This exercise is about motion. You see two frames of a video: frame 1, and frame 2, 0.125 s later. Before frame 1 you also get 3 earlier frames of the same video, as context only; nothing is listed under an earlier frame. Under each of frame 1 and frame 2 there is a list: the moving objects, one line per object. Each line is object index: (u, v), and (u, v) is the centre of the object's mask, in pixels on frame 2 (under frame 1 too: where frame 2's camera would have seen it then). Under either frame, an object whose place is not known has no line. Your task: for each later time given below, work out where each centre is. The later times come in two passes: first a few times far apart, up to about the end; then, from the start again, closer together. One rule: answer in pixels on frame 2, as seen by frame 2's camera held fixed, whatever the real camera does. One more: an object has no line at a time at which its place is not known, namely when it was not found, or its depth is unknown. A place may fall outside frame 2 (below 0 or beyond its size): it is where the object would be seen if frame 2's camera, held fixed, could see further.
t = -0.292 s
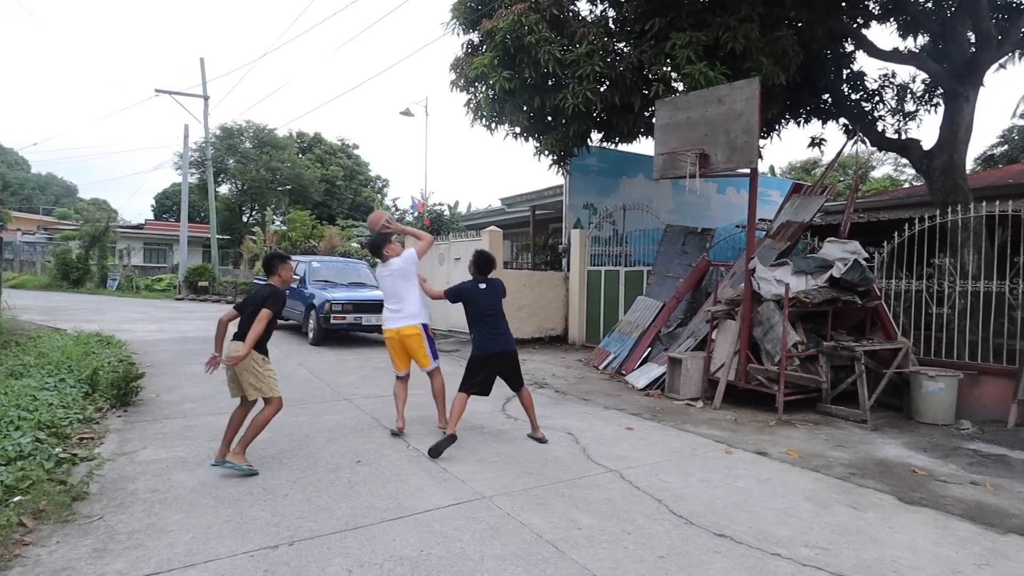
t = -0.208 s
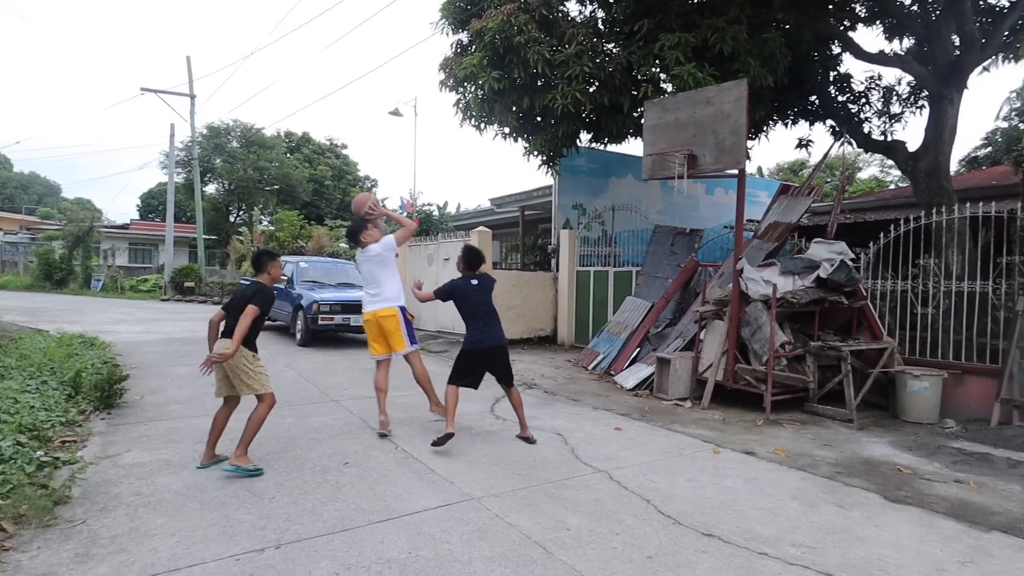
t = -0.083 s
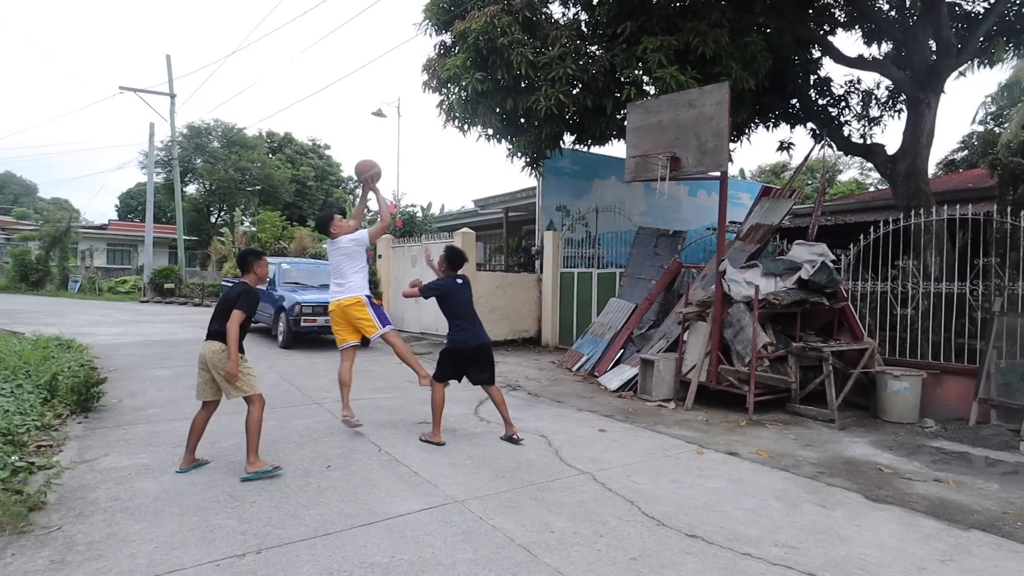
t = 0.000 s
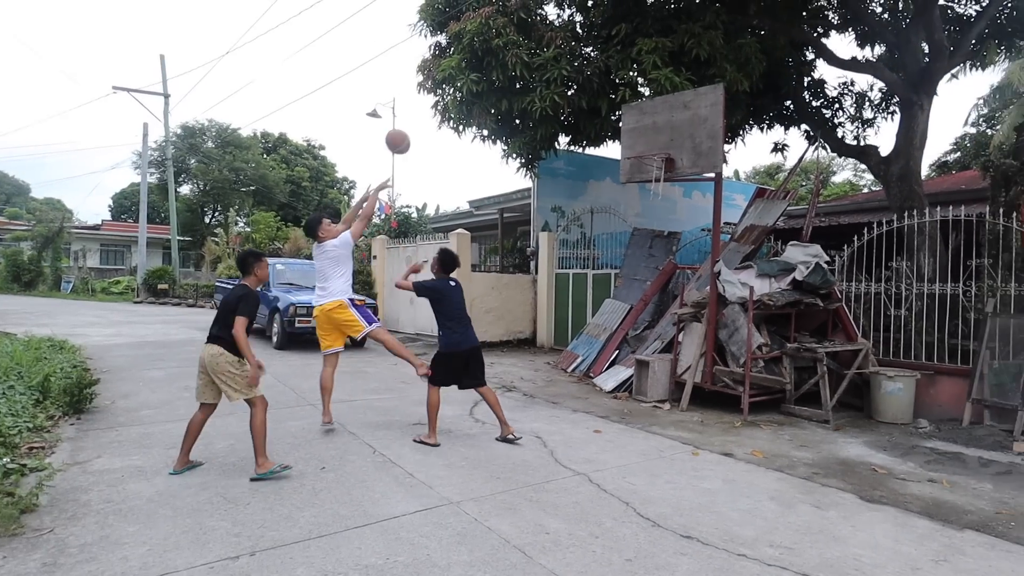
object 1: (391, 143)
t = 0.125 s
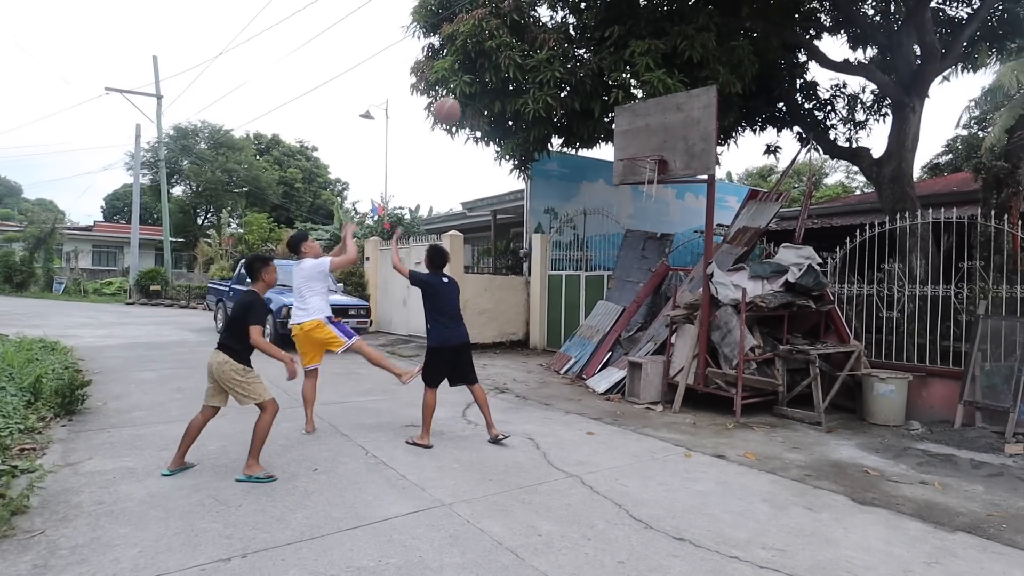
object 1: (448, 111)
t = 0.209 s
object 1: (482, 101)
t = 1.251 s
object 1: (572, 195)
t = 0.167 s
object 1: (465, 105)
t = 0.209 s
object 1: (482, 101)
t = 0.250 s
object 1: (498, 98)
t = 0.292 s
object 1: (514, 98)
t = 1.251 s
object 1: (572, 195)
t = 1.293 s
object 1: (568, 211)
